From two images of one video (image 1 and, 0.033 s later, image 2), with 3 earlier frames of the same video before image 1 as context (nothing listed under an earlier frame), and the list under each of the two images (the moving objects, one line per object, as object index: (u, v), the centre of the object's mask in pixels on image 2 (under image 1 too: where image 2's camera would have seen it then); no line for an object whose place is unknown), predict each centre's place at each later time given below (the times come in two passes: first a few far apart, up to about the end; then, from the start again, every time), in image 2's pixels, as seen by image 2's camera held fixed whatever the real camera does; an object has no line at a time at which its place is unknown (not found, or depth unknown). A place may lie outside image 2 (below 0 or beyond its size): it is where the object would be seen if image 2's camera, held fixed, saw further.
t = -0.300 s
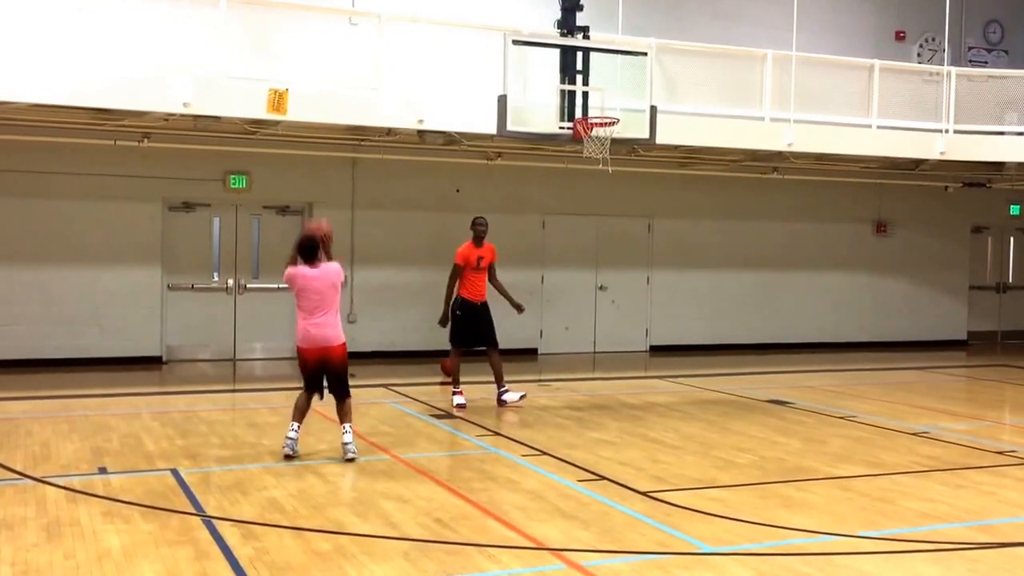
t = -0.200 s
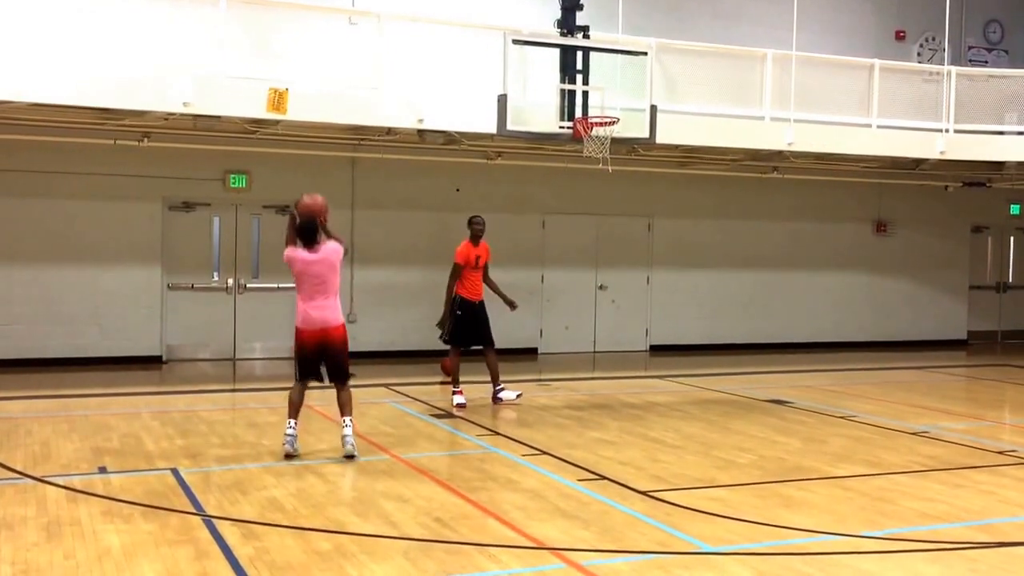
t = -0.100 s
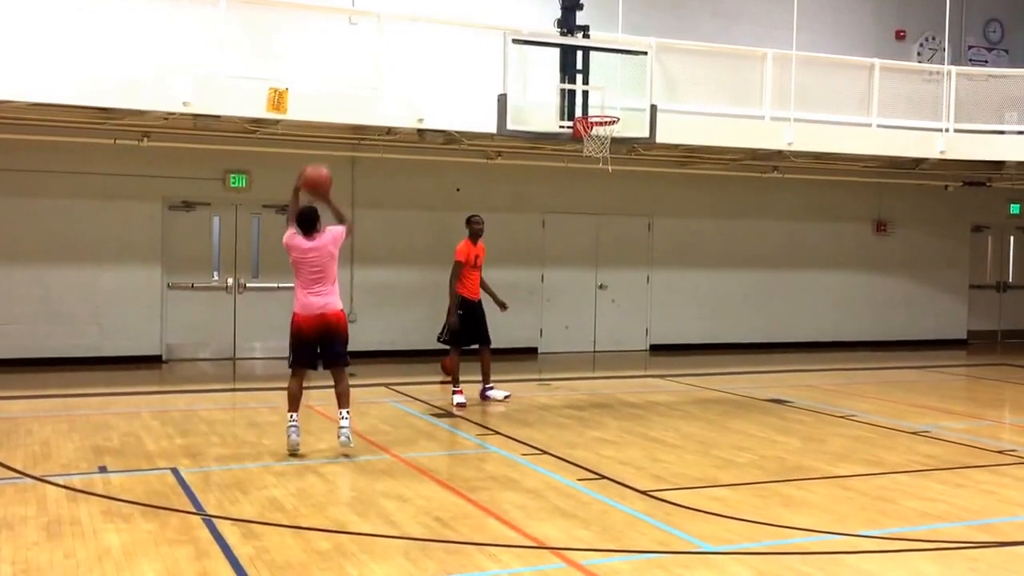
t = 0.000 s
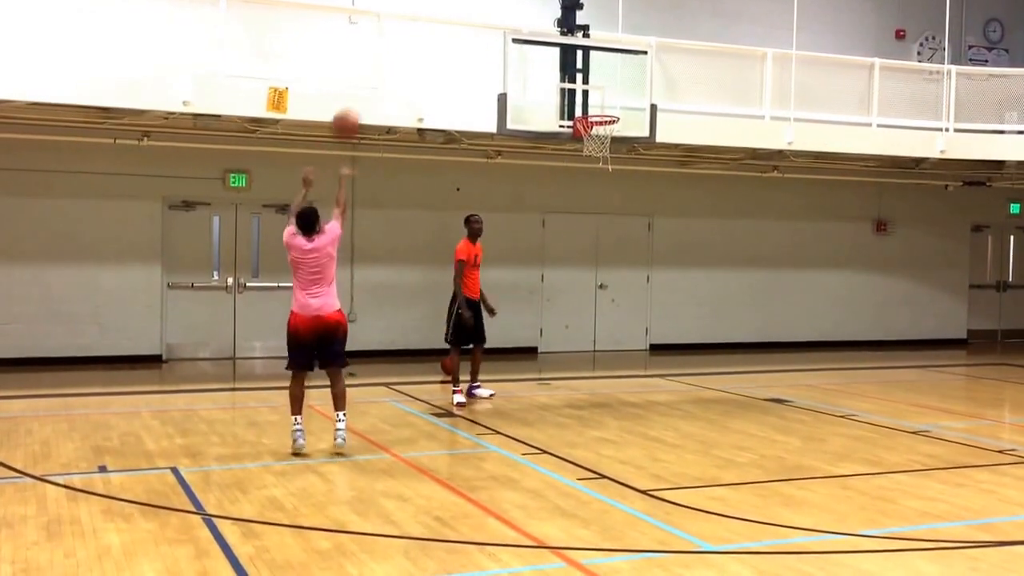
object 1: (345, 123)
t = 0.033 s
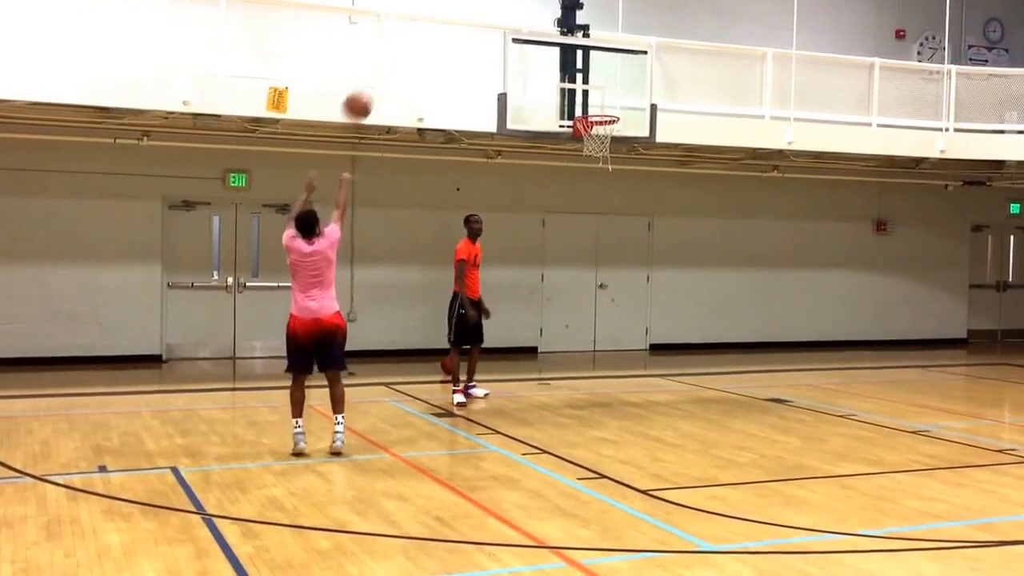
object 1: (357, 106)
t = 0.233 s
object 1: (420, 33)
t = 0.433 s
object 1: (473, 12)
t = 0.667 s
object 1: (523, 37)
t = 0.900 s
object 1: (575, 86)
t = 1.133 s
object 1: (618, 94)
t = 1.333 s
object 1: (649, 109)
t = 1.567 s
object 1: (681, 173)
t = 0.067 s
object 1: (368, 89)
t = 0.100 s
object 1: (379, 75)
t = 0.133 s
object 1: (389, 63)
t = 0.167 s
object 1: (400, 51)
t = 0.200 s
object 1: (410, 42)
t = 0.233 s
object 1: (420, 33)
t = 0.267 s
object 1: (430, 26)
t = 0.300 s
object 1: (438, 21)
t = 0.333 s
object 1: (448, 17)
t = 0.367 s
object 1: (456, 14)
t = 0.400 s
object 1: (465, 12)
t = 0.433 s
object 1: (473, 12)
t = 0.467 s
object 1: (481, 13)
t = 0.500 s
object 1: (489, 14)
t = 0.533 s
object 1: (496, 16)
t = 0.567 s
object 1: (503, 20)
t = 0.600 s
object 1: (510, 25)
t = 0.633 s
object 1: (517, 30)
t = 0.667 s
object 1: (523, 37)
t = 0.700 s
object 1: (530, 43)
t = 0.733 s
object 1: (536, 52)
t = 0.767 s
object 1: (543, 61)
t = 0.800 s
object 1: (550, 67)
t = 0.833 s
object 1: (559, 73)
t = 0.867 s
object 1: (566, 79)
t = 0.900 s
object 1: (575, 86)
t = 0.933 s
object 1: (584, 97)
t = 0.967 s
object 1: (592, 107)
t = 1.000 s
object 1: (598, 104)
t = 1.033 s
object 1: (602, 100)
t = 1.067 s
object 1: (608, 97)
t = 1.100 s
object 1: (613, 95)
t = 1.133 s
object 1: (618, 94)
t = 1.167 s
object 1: (623, 94)
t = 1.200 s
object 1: (629, 95)
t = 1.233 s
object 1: (633, 97)
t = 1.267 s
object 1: (639, 100)
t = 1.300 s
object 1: (644, 105)
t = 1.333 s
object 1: (649, 109)
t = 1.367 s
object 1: (653, 115)
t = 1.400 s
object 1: (658, 122)
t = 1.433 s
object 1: (663, 130)
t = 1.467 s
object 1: (668, 139)
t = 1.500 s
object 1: (672, 149)
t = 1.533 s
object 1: (676, 159)
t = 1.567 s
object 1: (681, 173)
